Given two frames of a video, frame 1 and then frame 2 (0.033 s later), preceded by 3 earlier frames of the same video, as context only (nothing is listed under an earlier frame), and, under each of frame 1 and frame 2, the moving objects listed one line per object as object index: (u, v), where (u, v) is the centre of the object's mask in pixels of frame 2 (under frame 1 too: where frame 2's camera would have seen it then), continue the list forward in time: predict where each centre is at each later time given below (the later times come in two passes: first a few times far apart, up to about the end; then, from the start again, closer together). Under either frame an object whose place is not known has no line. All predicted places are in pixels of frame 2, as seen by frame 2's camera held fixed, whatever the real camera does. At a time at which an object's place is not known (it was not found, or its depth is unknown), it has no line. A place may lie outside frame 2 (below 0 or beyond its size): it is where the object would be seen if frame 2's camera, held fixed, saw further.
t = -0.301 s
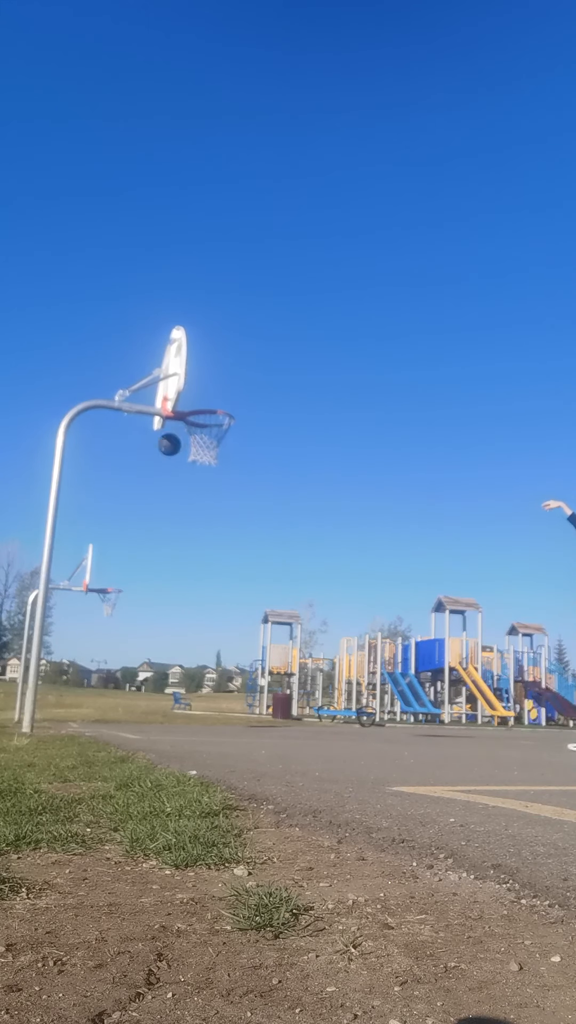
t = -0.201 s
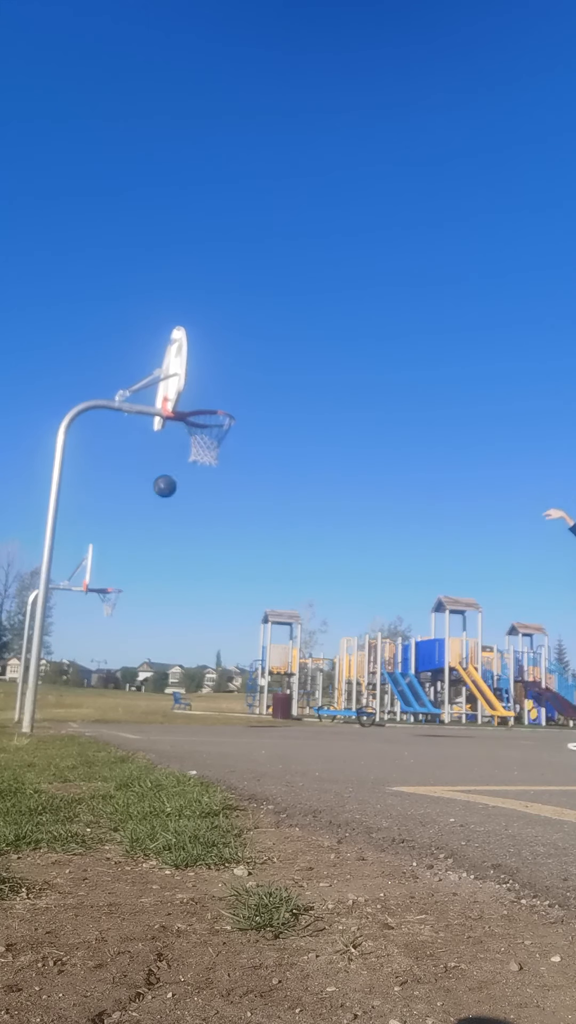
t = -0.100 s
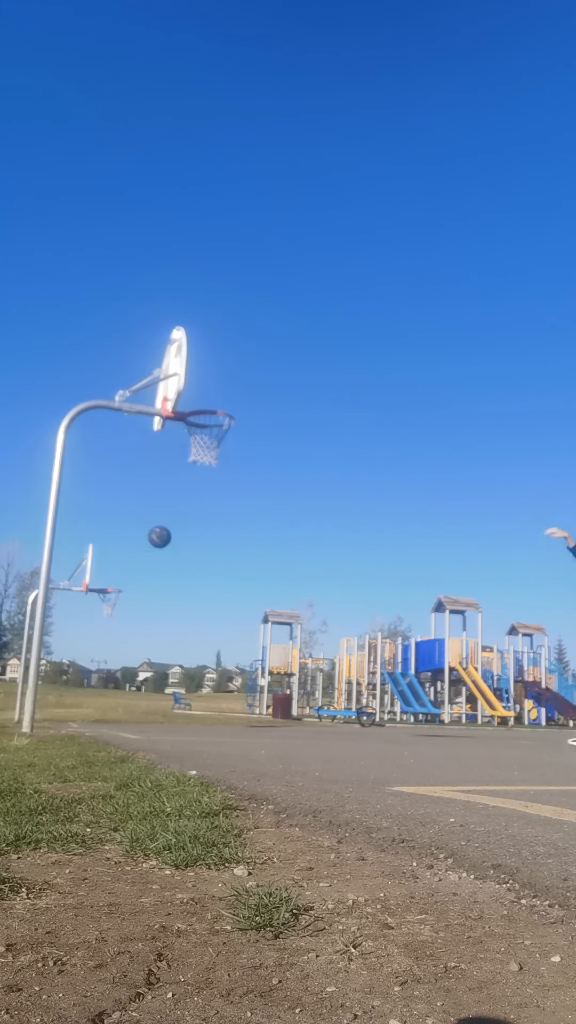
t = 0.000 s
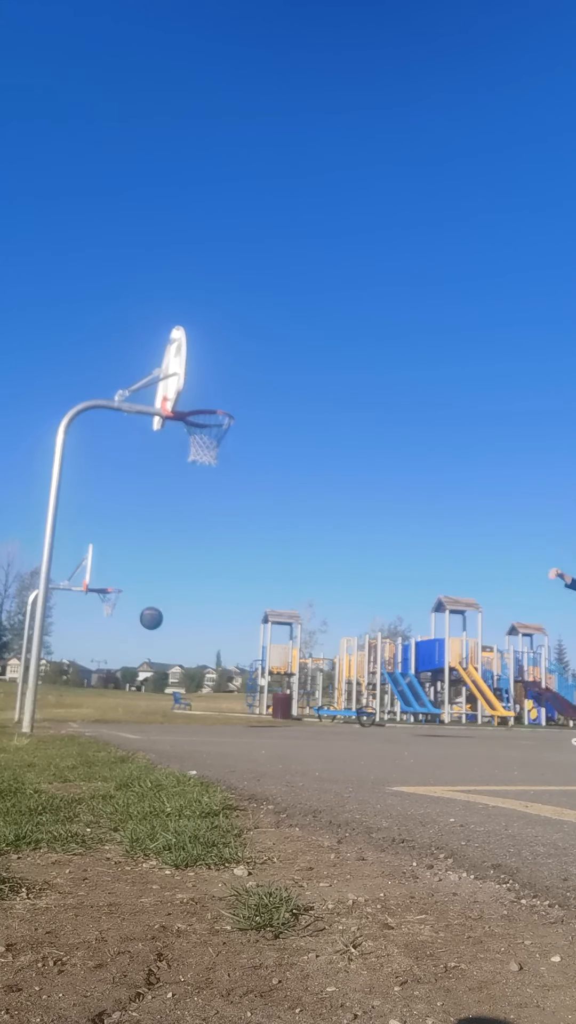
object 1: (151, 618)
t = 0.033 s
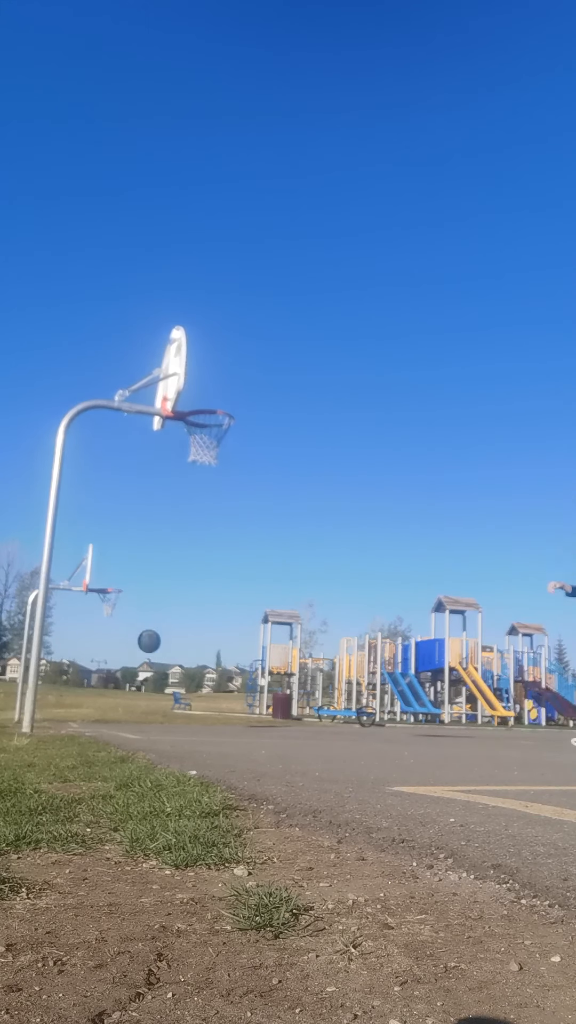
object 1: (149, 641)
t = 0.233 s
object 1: (146, 674)
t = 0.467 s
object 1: (142, 591)
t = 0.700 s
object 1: (137, 563)
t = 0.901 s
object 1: (129, 576)
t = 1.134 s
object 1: (117, 634)
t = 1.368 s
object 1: (103, 711)
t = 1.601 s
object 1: (98, 650)
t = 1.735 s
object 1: (93, 637)
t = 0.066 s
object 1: (147, 665)
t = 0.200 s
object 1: (142, 690)
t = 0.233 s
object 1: (146, 674)
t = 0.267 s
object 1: (142, 658)
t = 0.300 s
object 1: (142, 644)
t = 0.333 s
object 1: (142, 631)
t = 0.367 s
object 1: (142, 620)
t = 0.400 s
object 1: (142, 609)
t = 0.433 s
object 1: (142, 600)
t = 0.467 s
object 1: (142, 591)
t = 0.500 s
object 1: (141, 584)
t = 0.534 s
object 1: (140, 578)
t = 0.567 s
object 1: (140, 573)
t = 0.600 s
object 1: (139, 569)
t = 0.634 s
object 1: (138, 566)
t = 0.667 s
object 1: (138, 564)
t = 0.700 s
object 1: (137, 563)
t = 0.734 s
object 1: (136, 563)
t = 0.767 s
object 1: (134, 563)
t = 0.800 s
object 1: (133, 565)
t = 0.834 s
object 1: (132, 568)
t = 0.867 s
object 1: (131, 571)
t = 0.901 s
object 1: (129, 576)
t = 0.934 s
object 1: (127, 582)
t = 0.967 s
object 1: (126, 588)
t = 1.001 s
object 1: (124, 595)
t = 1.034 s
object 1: (122, 603)
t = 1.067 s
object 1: (121, 613)
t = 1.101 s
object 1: (119, 623)
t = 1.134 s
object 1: (117, 634)
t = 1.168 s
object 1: (115, 646)
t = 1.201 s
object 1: (113, 659)
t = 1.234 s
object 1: (111, 672)
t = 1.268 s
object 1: (109, 686)
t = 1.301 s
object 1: (106, 702)
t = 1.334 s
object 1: (104, 719)
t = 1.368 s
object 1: (103, 711)
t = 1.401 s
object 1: (103, 700)
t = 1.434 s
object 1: (103, 687)
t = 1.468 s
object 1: (101, 679)
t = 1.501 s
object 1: (101, 670)
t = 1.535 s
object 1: (100, 663)
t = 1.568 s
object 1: (99, 656)
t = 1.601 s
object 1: (98, 650)
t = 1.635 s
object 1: (97, 646)
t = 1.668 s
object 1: (96, 642)
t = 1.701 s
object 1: (95, 639)
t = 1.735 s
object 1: (93, 637)
